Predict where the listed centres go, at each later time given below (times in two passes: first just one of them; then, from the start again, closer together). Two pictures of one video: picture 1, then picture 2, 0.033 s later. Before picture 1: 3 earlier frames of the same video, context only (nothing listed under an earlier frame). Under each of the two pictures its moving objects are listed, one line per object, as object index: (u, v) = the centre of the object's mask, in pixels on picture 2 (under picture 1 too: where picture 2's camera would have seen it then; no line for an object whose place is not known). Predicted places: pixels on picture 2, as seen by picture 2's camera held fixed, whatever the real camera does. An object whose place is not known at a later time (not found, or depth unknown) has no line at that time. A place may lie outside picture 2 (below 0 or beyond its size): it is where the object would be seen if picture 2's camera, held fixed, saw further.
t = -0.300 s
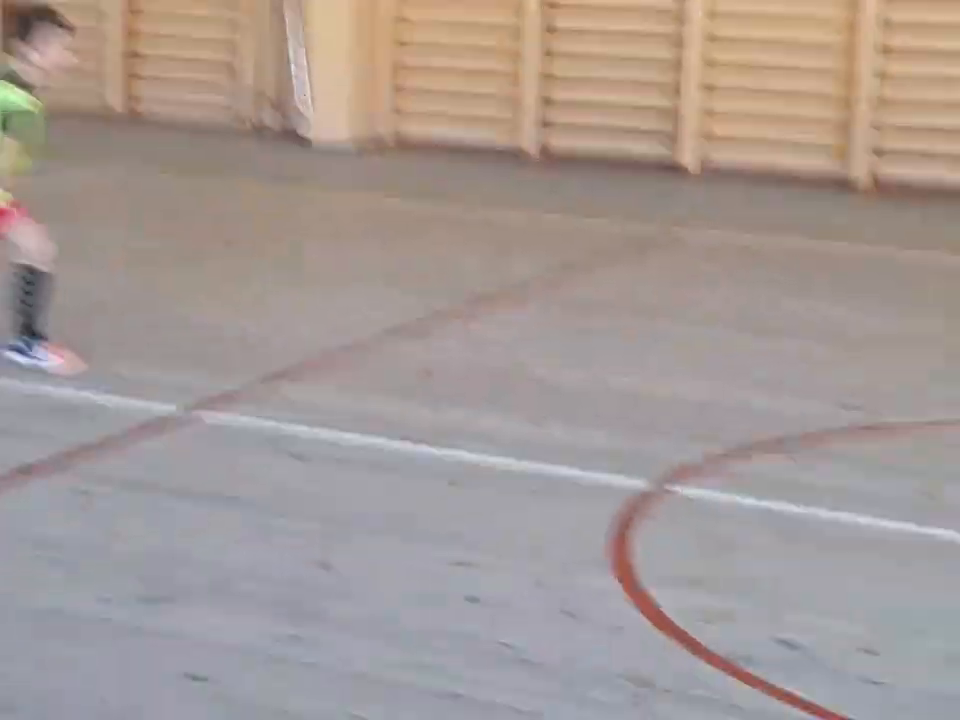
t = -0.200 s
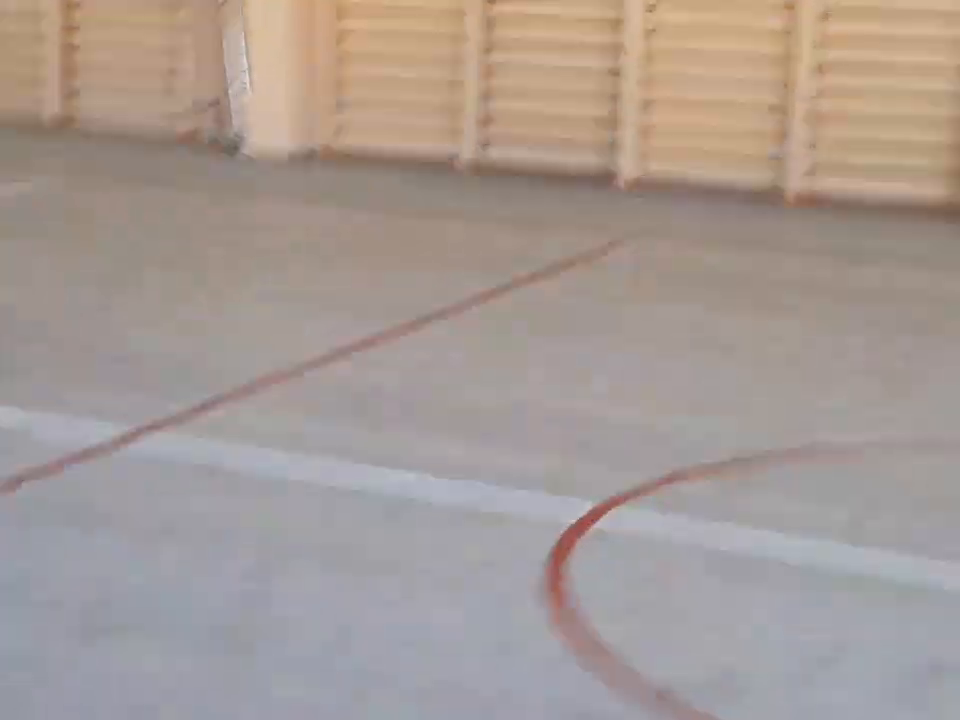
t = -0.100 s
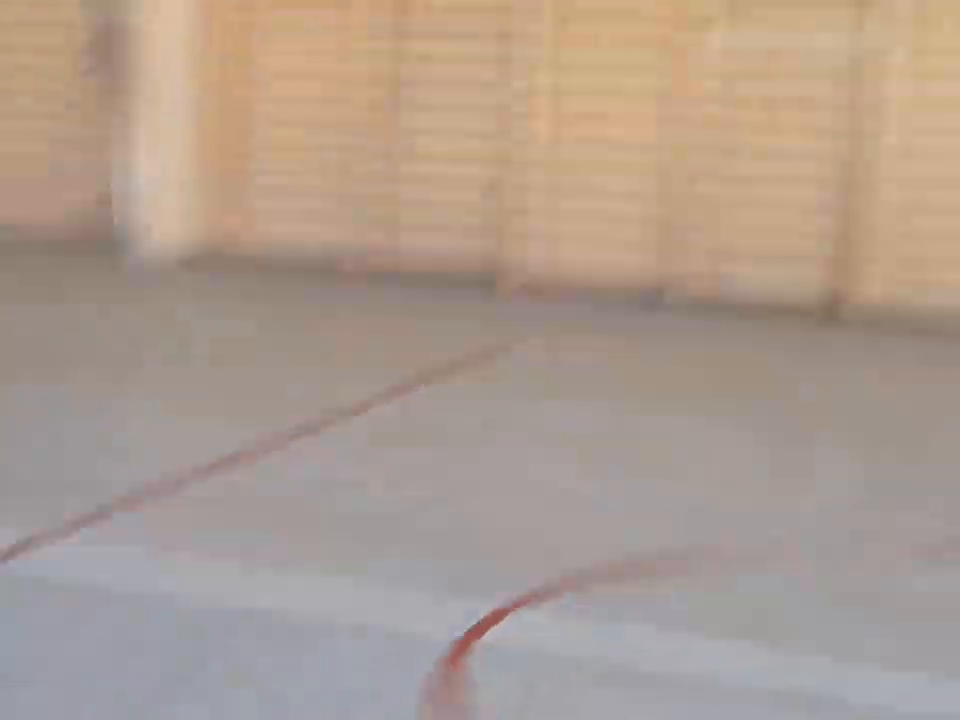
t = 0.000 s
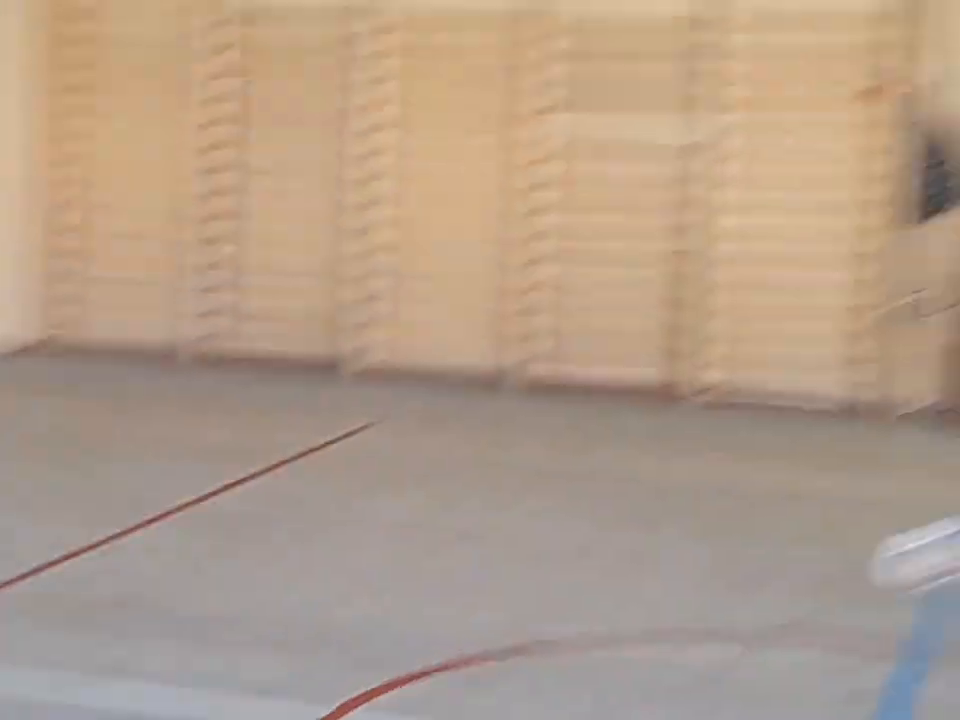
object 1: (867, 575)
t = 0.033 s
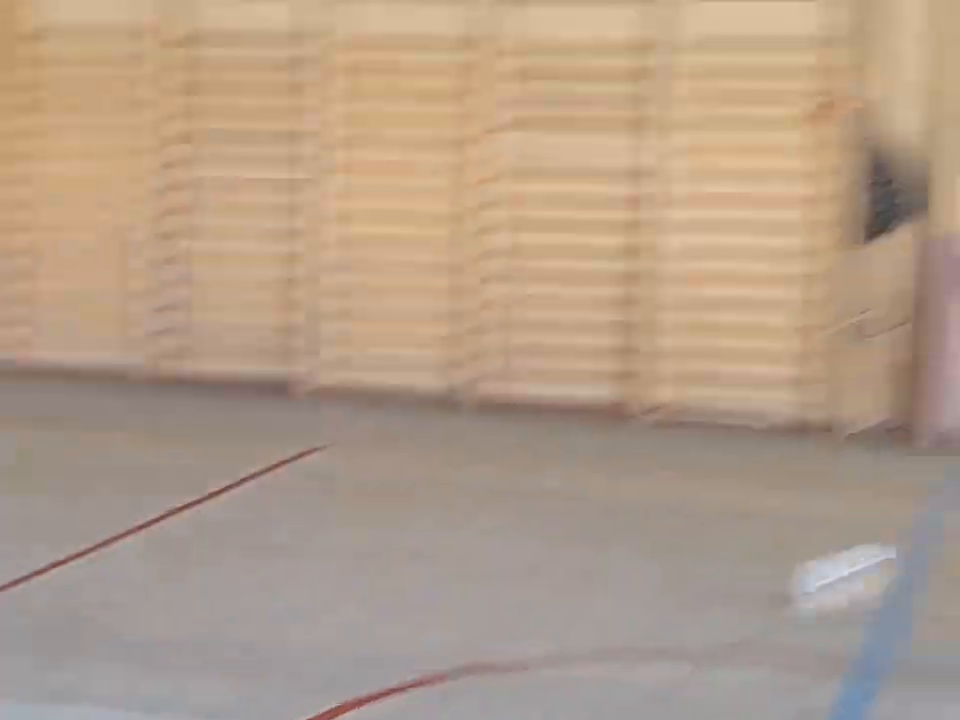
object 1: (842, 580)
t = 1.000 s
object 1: (184, 640)
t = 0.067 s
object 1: (810, 592)
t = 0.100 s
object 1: (765, 607)
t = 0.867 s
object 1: (264, 639)
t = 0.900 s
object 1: (243, 640)
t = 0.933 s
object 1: (222, 640)
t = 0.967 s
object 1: (204, 640)
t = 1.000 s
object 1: (184, 640)
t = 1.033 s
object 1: (166, 640)
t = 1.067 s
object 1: (145, 640)
